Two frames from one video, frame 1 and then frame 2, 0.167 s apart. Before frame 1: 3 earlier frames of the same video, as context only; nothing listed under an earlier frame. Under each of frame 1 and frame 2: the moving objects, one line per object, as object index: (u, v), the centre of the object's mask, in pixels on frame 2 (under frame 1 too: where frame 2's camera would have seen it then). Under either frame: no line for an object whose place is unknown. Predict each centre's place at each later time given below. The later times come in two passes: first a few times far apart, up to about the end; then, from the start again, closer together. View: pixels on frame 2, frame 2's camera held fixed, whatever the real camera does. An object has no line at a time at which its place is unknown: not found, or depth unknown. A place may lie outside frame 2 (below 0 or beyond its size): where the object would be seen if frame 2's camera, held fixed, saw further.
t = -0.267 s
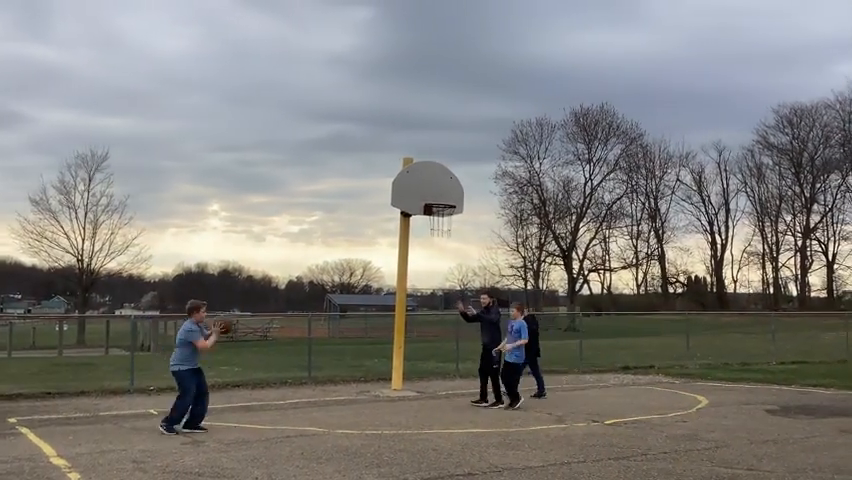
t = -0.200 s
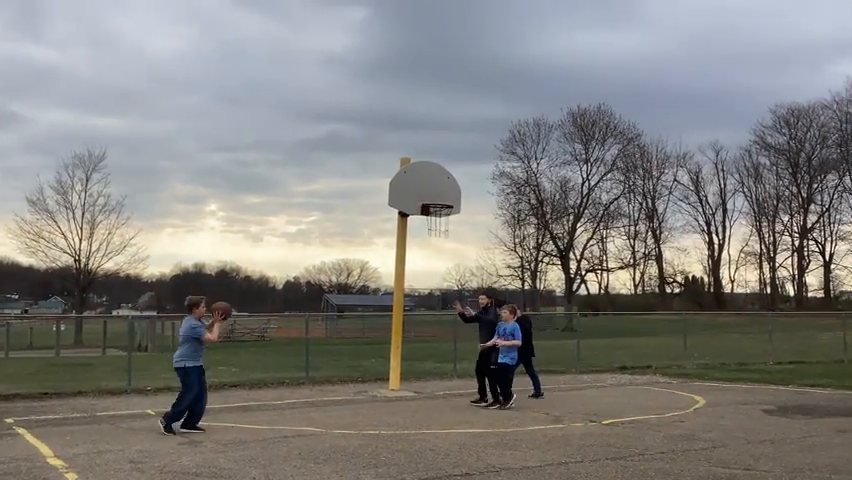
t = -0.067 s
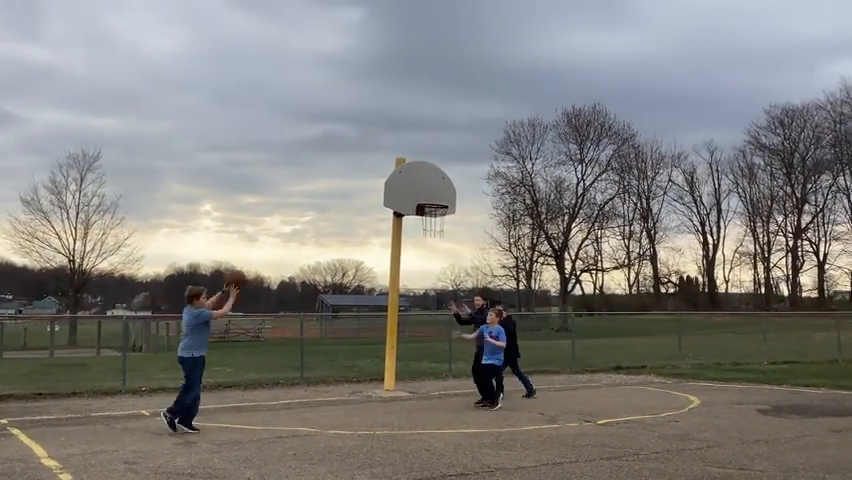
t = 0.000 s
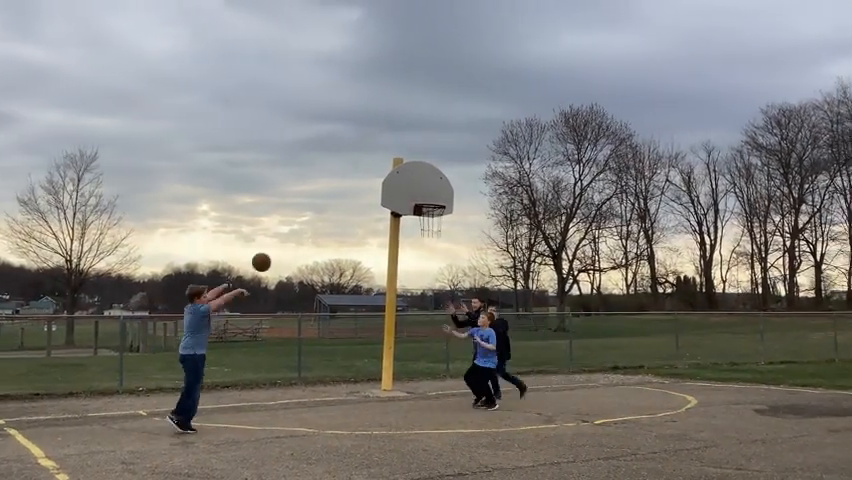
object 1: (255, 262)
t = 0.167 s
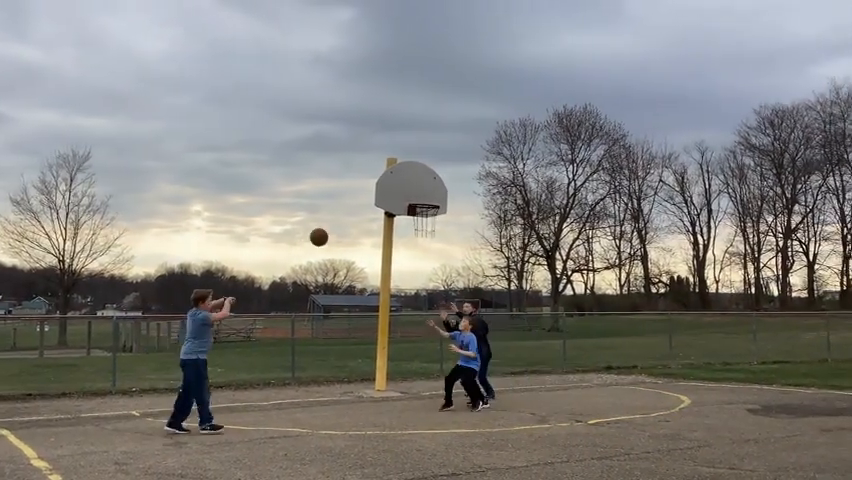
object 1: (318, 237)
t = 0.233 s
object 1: (342, 233)
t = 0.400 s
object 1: (399, 240)
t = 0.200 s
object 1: (331, 234)
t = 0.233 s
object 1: (342, 233)
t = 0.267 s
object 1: (354, 233)
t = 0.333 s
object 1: (376, 235)
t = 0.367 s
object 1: (388, 237)
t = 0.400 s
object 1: (399, 240)
